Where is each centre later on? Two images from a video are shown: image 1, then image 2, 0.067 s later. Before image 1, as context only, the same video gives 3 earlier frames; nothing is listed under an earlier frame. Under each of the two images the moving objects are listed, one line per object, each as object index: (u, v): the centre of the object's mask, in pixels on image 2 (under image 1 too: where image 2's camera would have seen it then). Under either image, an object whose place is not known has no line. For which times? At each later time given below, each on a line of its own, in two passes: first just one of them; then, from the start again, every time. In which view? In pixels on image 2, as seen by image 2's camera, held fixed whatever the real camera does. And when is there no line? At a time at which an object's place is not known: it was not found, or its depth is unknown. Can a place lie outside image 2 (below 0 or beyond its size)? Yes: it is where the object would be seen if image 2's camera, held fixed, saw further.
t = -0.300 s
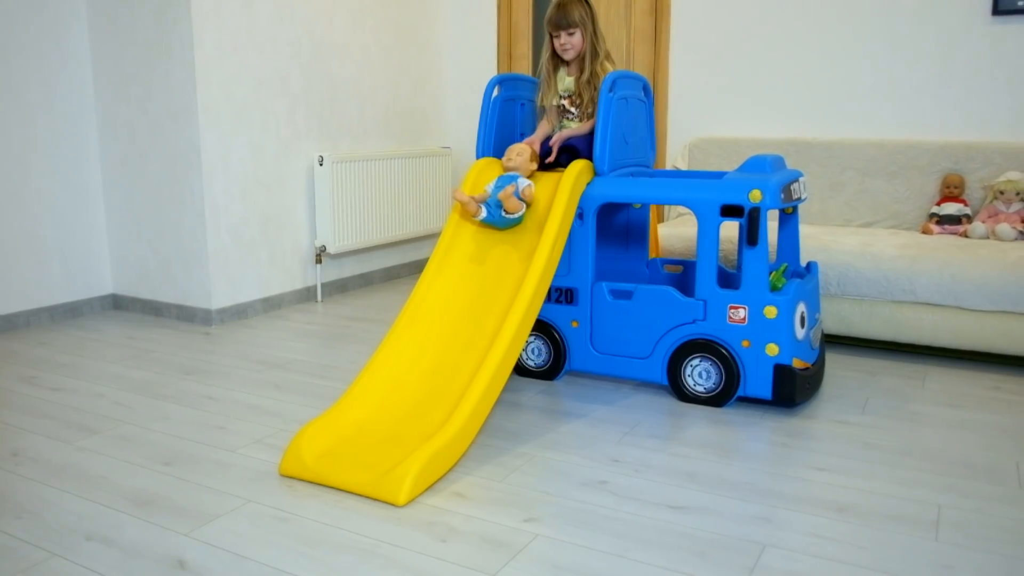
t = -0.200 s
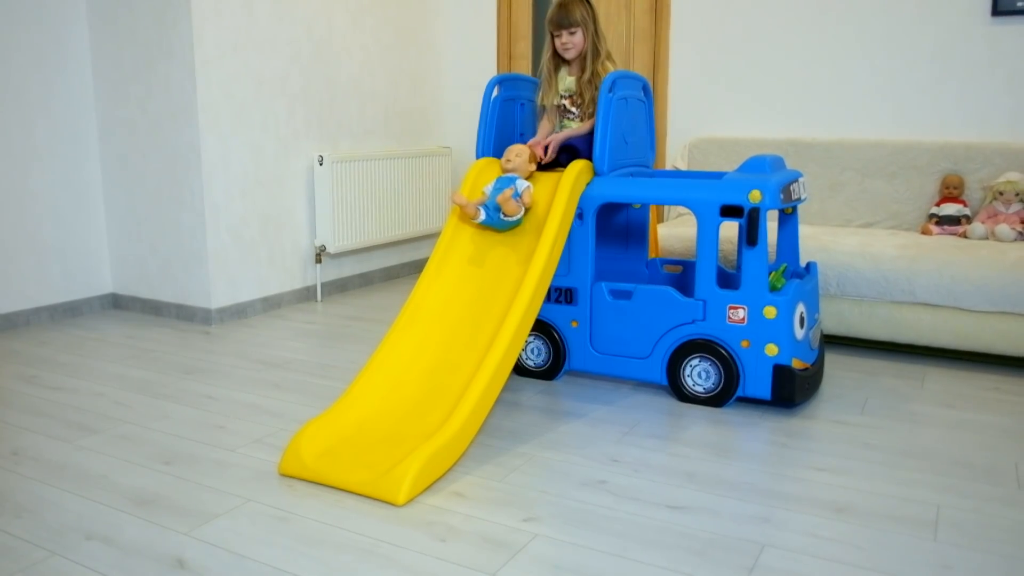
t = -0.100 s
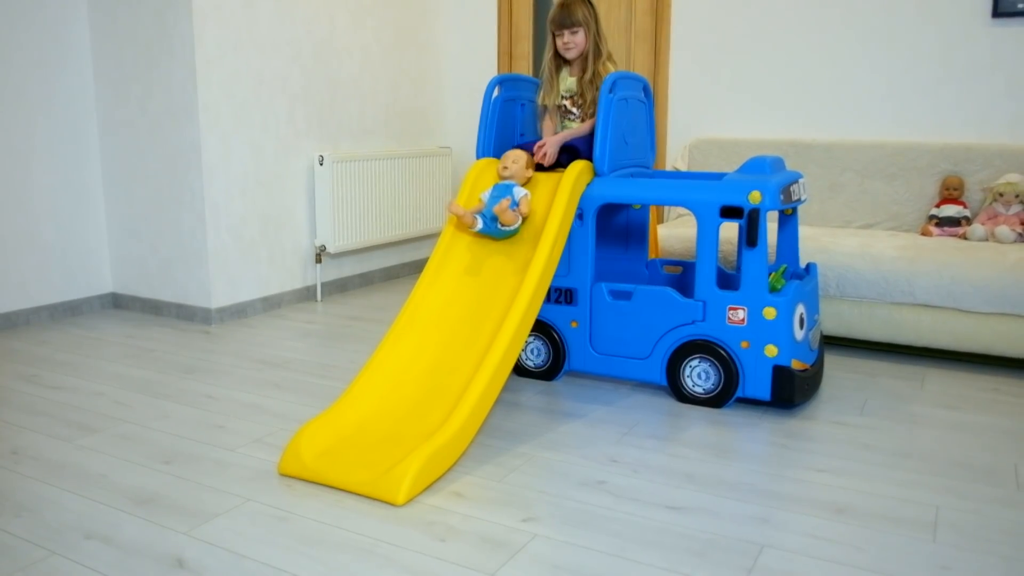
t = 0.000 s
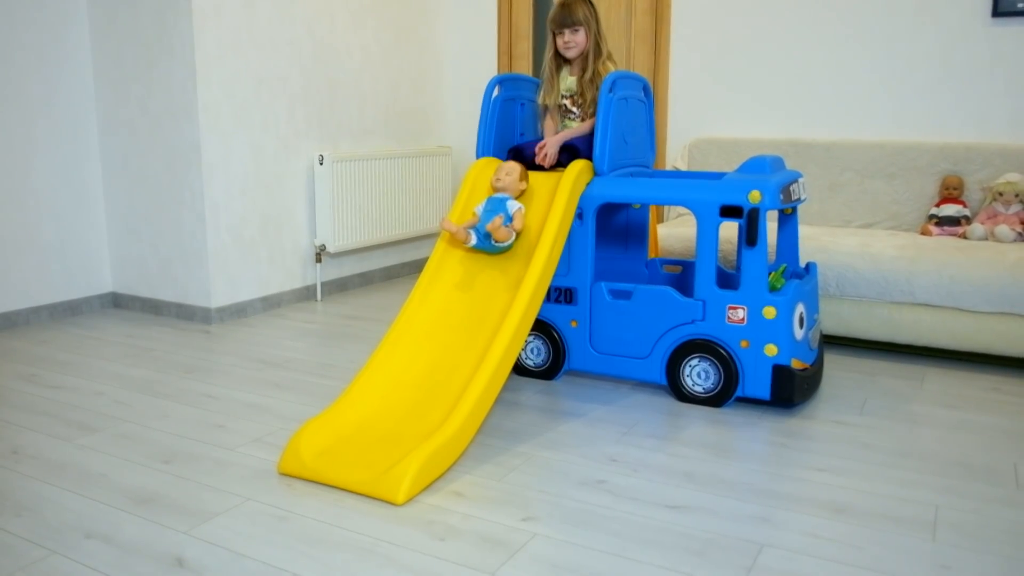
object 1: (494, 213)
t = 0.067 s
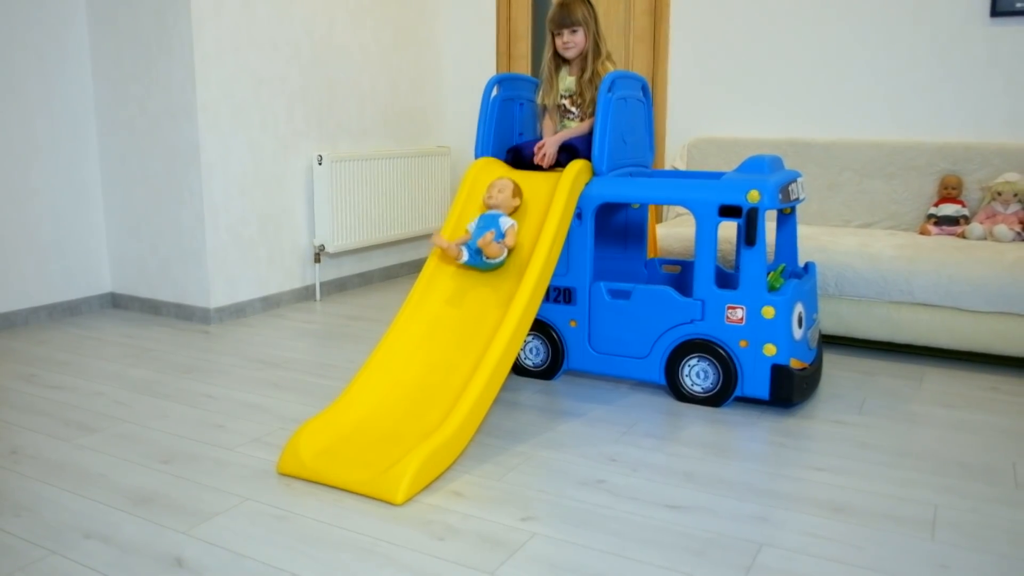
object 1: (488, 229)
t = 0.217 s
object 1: (465, 280)
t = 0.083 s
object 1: (486, 234)
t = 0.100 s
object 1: (484, 239)
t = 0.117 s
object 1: (482, 244)
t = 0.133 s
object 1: (479, 249)
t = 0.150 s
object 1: (477, 255)
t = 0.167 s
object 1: (474, 261)
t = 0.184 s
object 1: (471, 267)
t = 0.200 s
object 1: (468, 273)
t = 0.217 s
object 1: (465, 280)
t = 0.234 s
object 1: (461, 287)
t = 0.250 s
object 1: (458, 293)
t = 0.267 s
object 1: (454, 300)
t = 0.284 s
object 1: (451, 307)
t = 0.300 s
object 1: (447, 315)
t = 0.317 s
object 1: (443, 322)
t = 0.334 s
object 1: (438, 330)
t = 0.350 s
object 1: (434, 337)
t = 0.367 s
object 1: (430, 345)
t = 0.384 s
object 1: (425, 352)
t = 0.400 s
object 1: (420, 360)
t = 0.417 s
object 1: (415, 368)
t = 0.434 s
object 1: (409, 375)
